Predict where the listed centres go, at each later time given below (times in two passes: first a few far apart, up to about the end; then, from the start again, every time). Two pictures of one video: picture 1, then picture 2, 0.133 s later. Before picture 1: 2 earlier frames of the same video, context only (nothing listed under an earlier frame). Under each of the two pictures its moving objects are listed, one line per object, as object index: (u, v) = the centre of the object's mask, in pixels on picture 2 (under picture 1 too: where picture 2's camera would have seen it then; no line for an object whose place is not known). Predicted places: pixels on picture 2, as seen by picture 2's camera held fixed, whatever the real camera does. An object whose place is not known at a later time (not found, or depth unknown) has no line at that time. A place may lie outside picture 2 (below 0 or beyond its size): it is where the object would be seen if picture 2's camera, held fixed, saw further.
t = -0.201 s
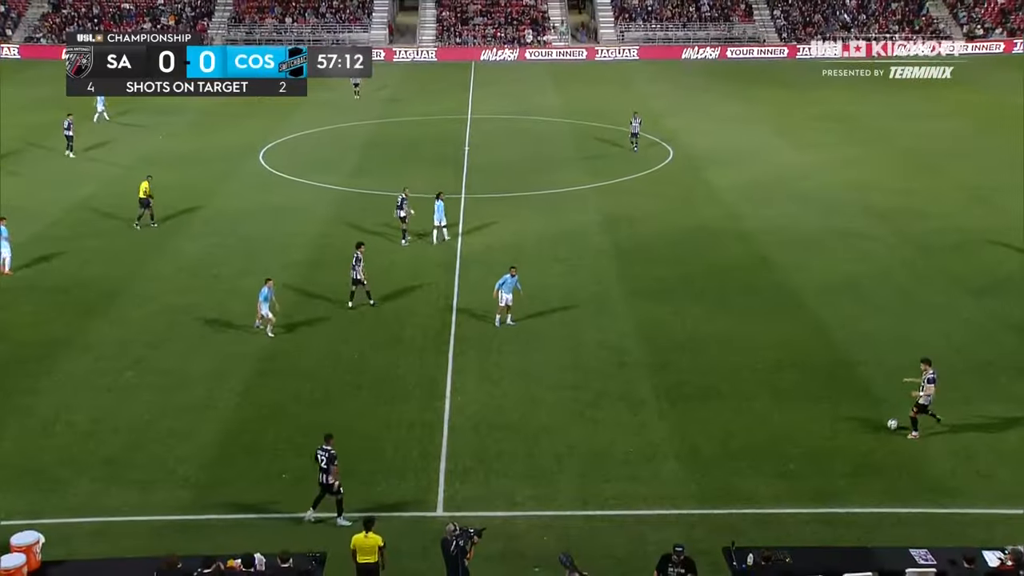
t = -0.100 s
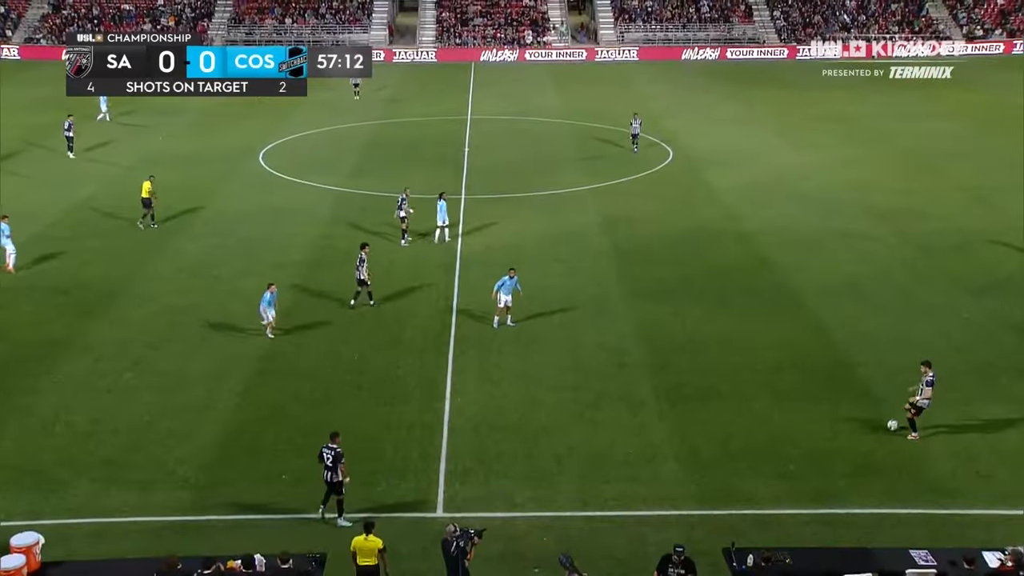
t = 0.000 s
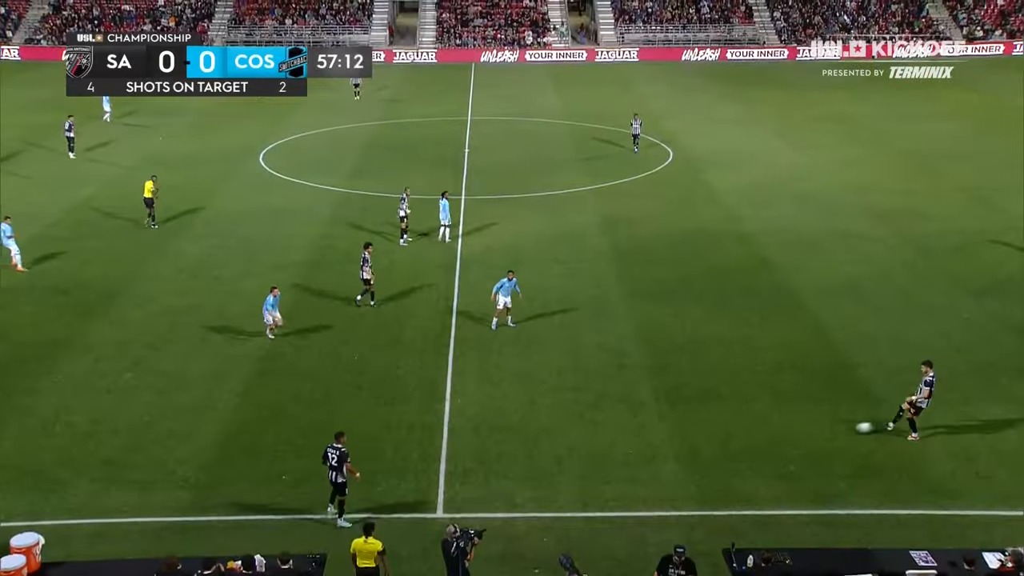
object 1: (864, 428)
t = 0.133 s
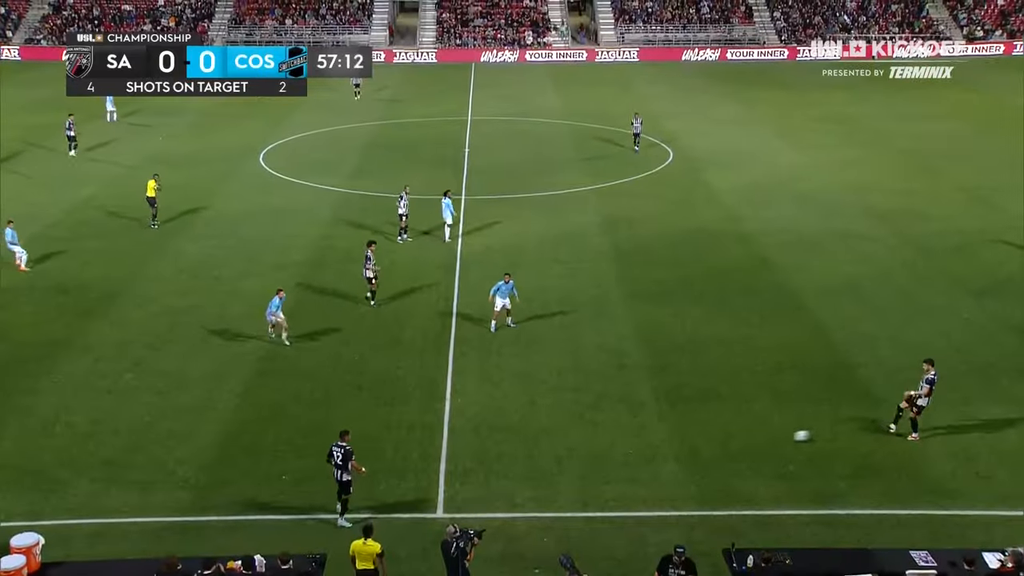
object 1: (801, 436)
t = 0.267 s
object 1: (741, 443)
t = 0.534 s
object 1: (628, 458)
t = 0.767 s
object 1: (539, 471)
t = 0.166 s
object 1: (786, 439)
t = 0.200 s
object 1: (770, 442)
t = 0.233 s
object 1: (755, 442)
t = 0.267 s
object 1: (741, 443)
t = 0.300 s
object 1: (726, 445)
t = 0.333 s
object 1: (712, 447)
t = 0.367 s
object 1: (698, 449)
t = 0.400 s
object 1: (682, 451)
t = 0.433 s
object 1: (668, 455)
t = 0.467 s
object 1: (655, 456)
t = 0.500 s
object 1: (641, 457)
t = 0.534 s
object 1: (628, 458)
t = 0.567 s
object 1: (614, 460)
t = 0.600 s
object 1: (601, 463)
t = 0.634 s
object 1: (588, 465)
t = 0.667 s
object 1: (575, 466)
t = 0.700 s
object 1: (563, 467)
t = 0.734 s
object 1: (551, 469)
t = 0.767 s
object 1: (539, 471)
